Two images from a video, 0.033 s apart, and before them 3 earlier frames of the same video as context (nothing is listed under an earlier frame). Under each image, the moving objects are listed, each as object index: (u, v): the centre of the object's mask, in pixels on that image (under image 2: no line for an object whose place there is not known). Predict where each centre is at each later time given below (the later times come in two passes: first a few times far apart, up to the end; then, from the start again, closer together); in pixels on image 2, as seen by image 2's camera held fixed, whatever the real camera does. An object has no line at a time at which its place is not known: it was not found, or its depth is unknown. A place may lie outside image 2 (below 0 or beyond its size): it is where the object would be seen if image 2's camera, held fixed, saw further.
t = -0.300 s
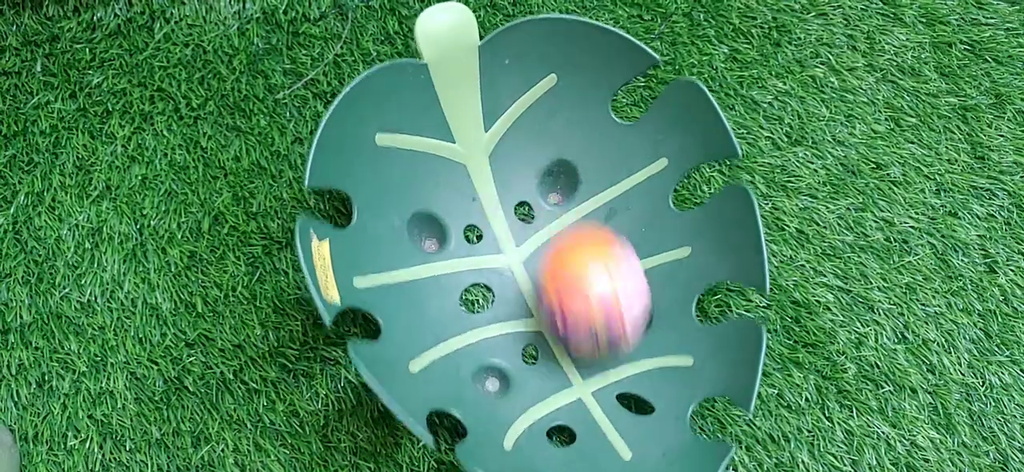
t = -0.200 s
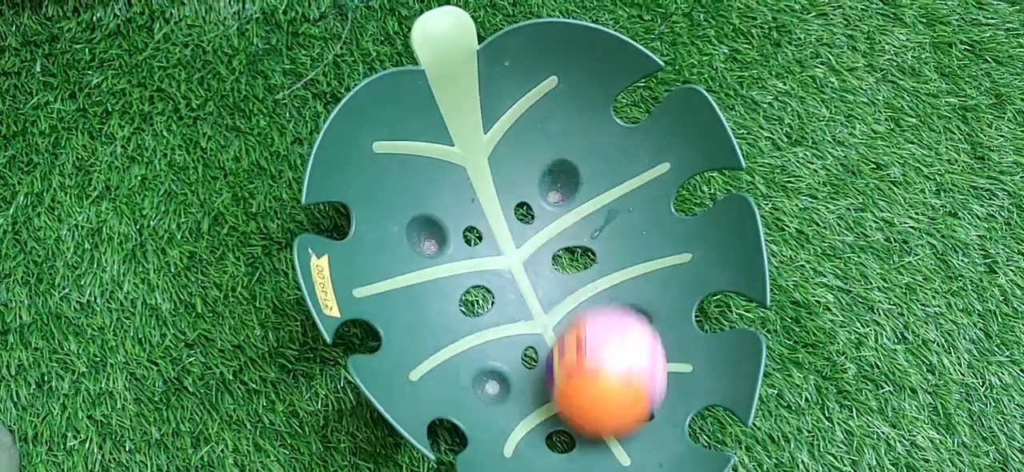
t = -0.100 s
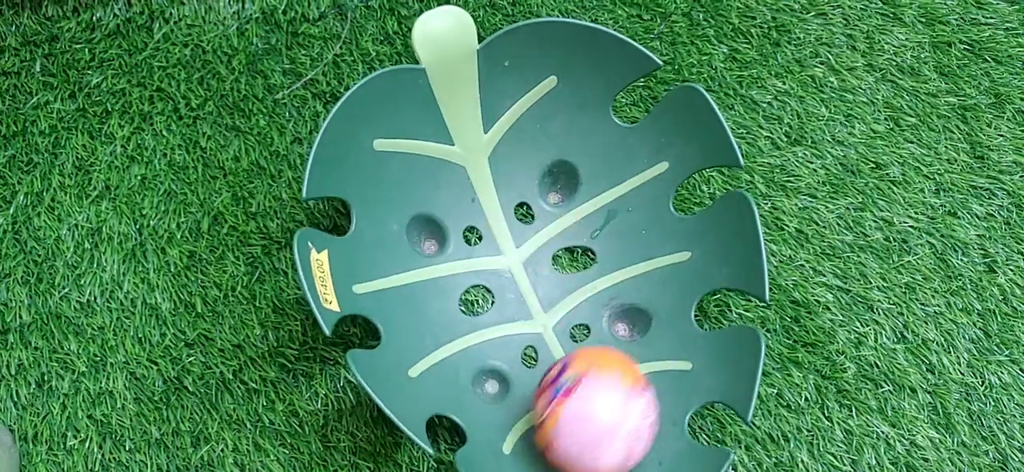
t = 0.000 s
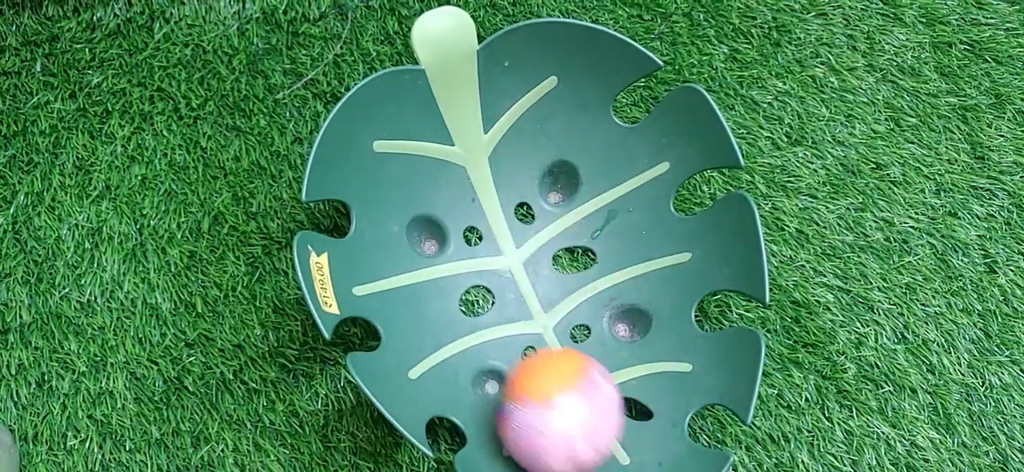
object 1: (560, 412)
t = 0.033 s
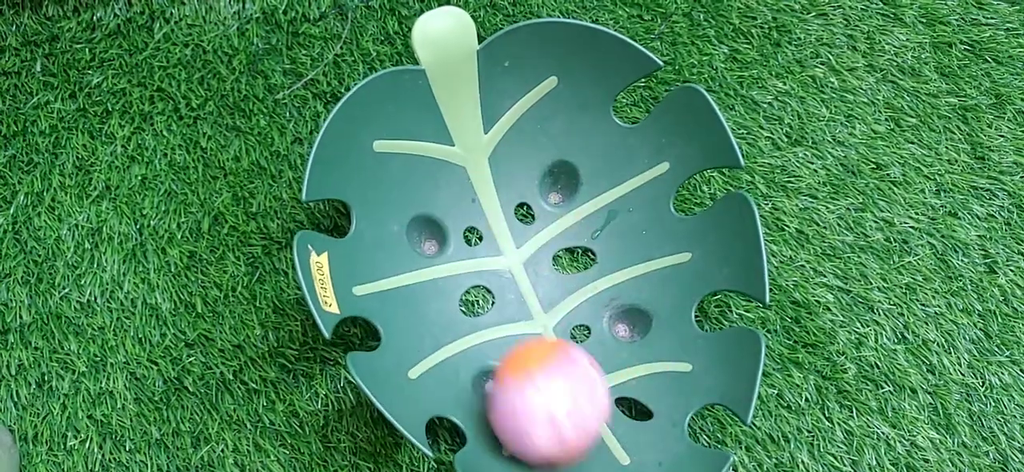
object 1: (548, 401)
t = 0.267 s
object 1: (505, 249)
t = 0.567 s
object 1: (520, 250)
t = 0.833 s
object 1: (529, 373)
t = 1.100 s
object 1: (507, 296)
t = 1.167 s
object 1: (500, 274)
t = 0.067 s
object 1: (539, 386)
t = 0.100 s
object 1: (532, 366)
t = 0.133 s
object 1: (524, 343)
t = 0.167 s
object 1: (518, 321)
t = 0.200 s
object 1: (512, 296)
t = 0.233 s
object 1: (508, 273)
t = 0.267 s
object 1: (505, 249)
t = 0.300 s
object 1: (501, 225)
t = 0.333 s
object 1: (497, 204)
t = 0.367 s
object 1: (495, 189)
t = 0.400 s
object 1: (494, 180)
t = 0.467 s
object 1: (499, 189)
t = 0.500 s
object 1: (505, 206)
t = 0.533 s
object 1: (512, 228)
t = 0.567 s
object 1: (520, 250)
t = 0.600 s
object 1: (528, 274)
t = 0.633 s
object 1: (534, 297)
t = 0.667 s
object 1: (537, 317)
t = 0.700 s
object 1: (539, 333)
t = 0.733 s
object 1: (538, 345)
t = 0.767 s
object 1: (537, 358)
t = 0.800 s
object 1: (533, 368)
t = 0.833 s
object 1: (529, 373)
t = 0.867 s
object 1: (524, 374)
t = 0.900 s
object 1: (521, 371)
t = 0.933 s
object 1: (518, 363)
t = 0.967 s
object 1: (517, 351)
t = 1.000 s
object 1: (515, 336)
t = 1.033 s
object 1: (513, 321)
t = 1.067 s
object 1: (510, 308)
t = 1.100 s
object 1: (507, 296)
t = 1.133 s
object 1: (504, 285)
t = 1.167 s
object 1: (500, 274)
